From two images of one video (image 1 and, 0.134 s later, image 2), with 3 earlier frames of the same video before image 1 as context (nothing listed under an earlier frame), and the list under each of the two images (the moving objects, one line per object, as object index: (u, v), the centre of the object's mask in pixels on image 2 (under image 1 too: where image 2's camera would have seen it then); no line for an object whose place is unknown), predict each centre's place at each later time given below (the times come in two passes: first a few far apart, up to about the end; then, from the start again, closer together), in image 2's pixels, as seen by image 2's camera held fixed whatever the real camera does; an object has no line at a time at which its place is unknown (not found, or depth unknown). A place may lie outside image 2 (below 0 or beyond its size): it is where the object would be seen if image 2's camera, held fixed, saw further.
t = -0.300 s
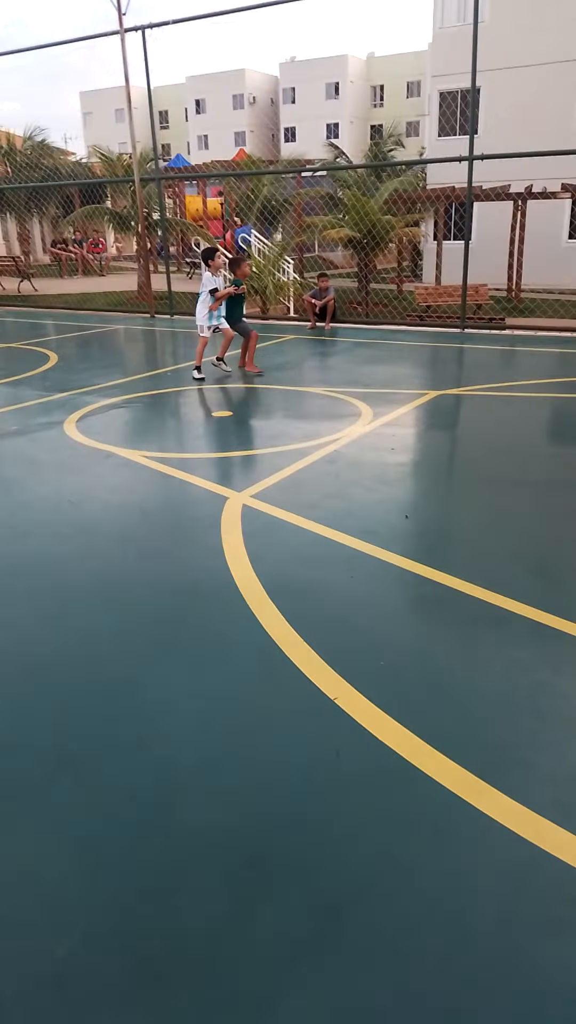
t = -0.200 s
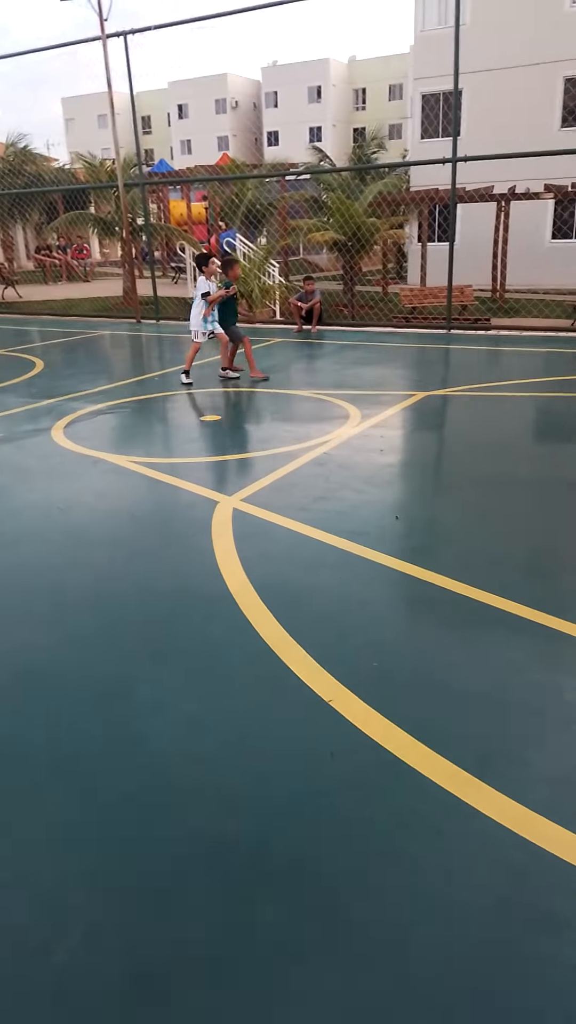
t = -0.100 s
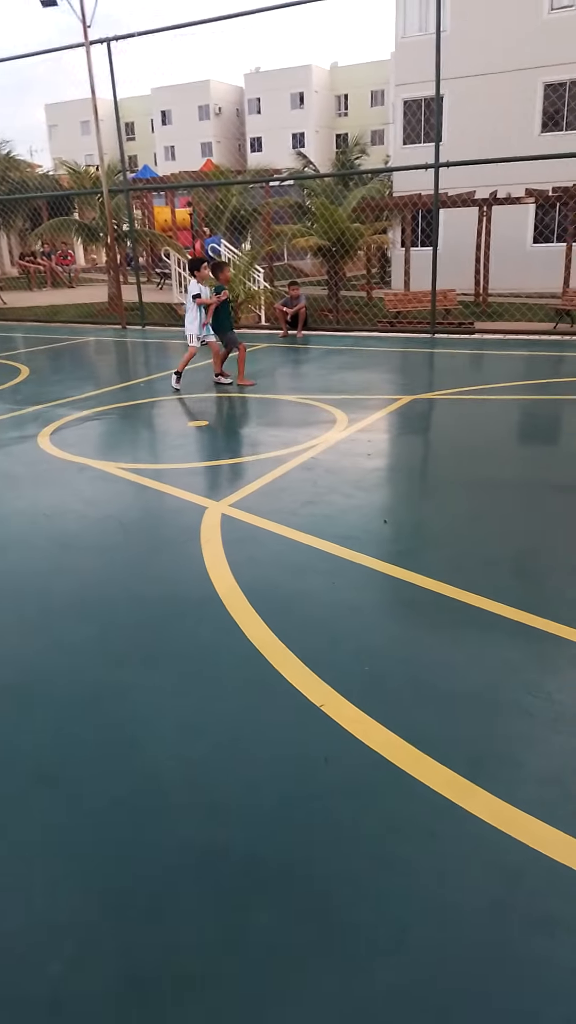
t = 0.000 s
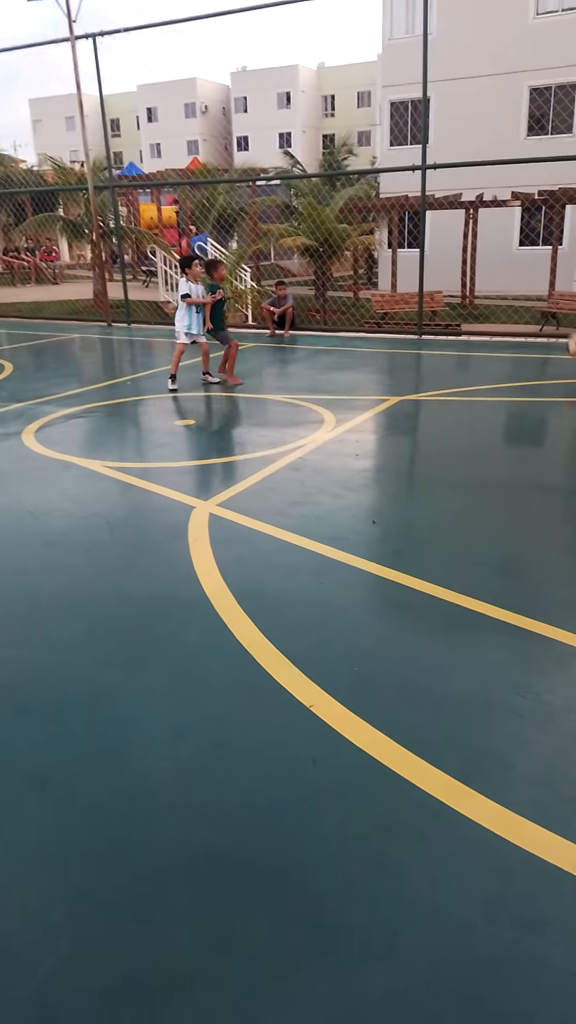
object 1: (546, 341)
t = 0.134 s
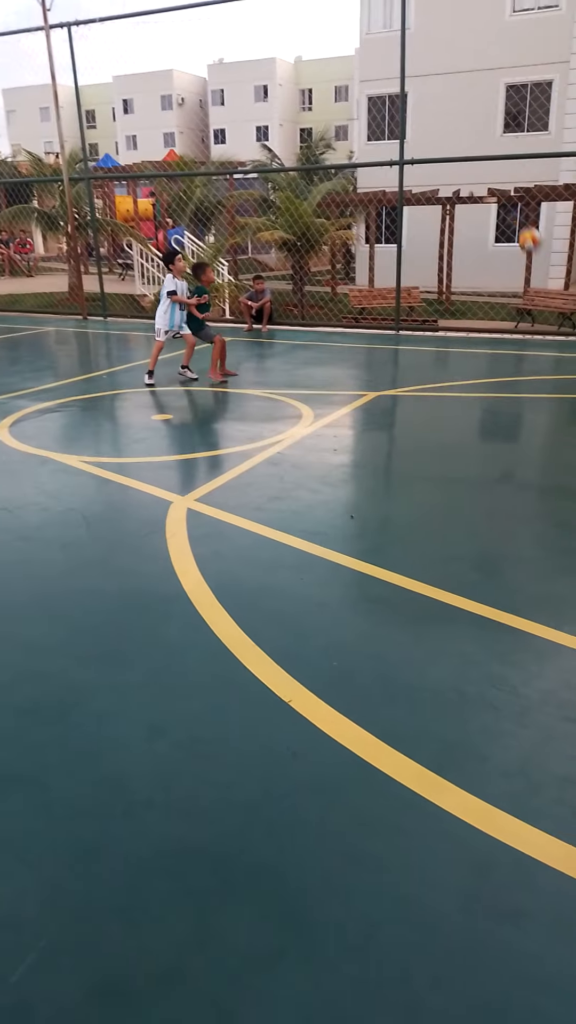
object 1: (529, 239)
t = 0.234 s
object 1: (510, 176)
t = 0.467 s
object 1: (458, 63)
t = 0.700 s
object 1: (400, 20)
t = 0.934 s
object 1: (343, 43)
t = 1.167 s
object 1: (292, 134)
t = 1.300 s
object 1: (266, 205)
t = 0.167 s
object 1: (524, 217)
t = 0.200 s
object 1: (517, 195)
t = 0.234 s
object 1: (510, 176)
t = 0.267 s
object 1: (503, 156)
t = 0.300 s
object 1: (496, 137)
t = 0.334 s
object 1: (489, 119)
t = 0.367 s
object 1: (481, 102)
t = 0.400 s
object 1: (473, 88)
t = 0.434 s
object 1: (465, 75)
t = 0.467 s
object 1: (458, 63)
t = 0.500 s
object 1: (449, 53)
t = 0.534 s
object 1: (442, 43)
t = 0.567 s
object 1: (434, 33)
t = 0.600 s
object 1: (425, 27)
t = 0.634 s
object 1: (416, 23)
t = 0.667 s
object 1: (408, 21)
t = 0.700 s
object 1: (400, 20)
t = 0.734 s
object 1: (392, 20)
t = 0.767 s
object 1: (384, 20)
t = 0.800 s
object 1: (376, 23)
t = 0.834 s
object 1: (368, 23)
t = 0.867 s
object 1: (359, 28)
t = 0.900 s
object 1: (351, 35)
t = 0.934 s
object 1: (343, 43)
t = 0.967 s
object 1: (335, 53)
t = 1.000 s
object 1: (328, 63)
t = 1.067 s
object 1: (314, 89)
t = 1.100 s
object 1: (306, 103)
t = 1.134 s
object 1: (298, 117)
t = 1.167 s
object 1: (292, 134)
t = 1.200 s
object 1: (286, 150)
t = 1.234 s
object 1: (279, 167)
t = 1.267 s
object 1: (272, 185)
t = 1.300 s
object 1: (266, 205)
